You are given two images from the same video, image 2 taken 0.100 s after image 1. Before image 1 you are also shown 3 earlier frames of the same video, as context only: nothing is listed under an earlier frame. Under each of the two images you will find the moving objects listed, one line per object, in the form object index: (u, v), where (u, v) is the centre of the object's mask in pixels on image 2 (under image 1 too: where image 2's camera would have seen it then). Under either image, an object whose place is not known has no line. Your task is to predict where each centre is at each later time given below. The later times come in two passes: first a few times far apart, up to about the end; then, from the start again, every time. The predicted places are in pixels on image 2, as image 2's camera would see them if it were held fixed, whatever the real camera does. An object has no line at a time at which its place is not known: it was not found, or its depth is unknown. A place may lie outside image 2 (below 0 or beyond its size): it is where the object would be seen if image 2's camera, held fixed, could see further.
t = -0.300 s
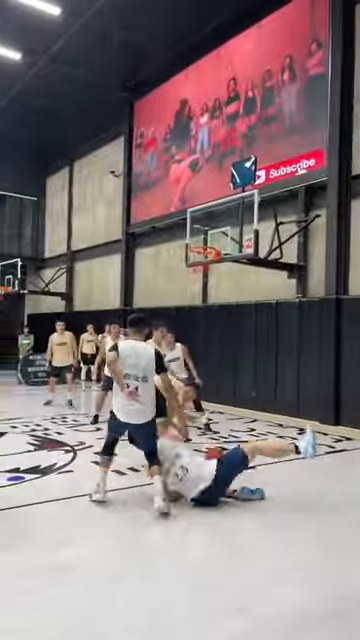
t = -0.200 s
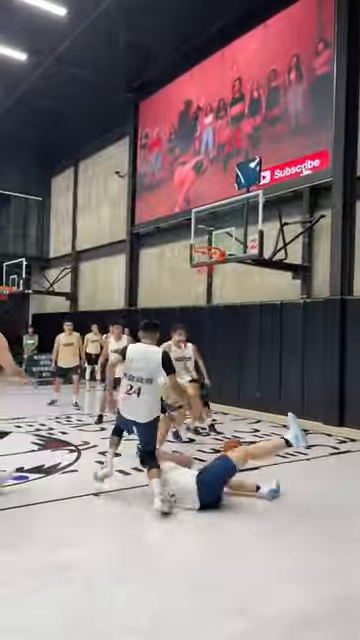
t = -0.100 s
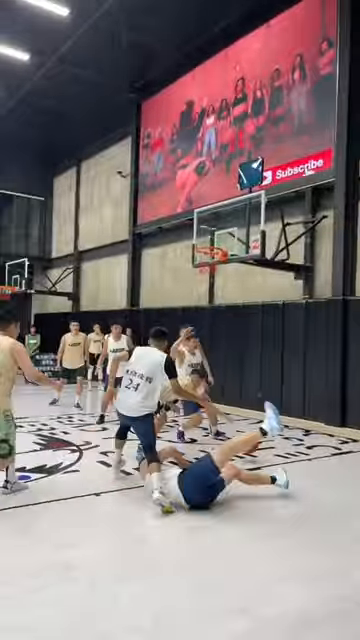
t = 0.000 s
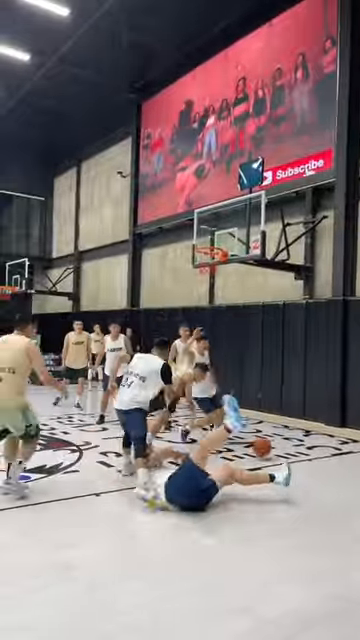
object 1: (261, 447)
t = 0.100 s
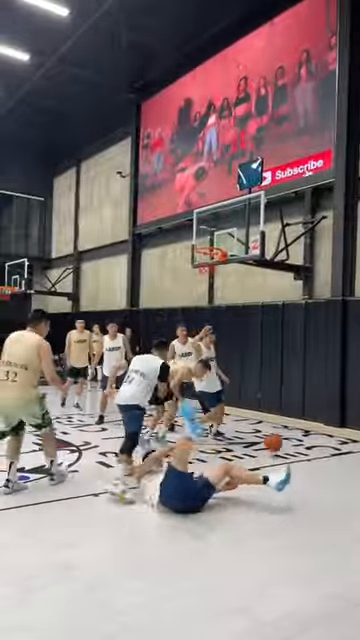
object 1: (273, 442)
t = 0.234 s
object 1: (288, 439)
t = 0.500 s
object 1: (315, 436)
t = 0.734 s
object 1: (336, 433)
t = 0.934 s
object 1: (349, 428)
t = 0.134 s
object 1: (276, 440)
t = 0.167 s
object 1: (280, 439)
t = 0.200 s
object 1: (284, 438)
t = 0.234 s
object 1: (288, 439)
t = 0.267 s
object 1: (291, 440)
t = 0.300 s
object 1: (295, 442)
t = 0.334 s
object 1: (299, 440)
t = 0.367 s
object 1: (302, 438)
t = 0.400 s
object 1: (305, 437)
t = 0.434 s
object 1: (308, 436)
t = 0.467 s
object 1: (311, 435)
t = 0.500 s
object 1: (315, 436)
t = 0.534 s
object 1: (317, 437)
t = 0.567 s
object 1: (321, 435)
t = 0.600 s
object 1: (324, 433)
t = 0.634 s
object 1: (327, 433)
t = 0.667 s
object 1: (330, 433)
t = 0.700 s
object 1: (333, 433)
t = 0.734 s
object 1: (336, 433)
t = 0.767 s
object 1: (338, 431)
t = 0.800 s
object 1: (341, 430)
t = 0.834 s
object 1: (344, 431)
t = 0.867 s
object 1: (346, 431)
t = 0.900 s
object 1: (348, 430)
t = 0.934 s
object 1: (349, 428)
